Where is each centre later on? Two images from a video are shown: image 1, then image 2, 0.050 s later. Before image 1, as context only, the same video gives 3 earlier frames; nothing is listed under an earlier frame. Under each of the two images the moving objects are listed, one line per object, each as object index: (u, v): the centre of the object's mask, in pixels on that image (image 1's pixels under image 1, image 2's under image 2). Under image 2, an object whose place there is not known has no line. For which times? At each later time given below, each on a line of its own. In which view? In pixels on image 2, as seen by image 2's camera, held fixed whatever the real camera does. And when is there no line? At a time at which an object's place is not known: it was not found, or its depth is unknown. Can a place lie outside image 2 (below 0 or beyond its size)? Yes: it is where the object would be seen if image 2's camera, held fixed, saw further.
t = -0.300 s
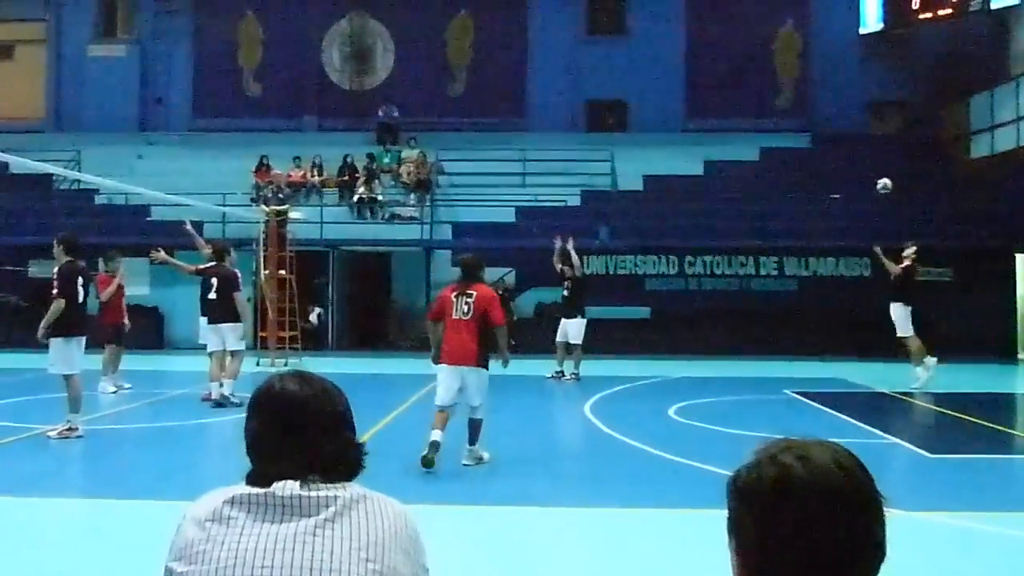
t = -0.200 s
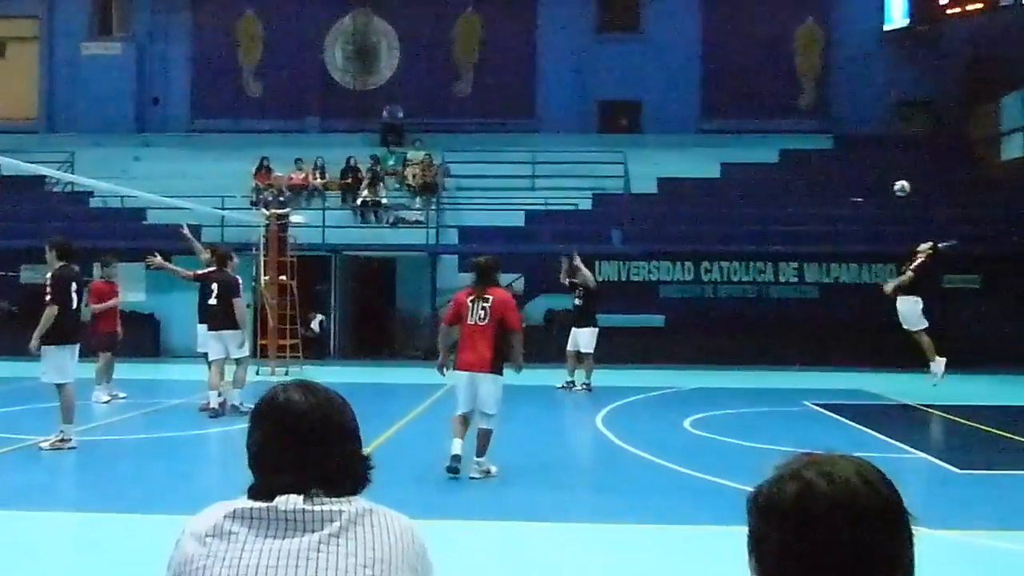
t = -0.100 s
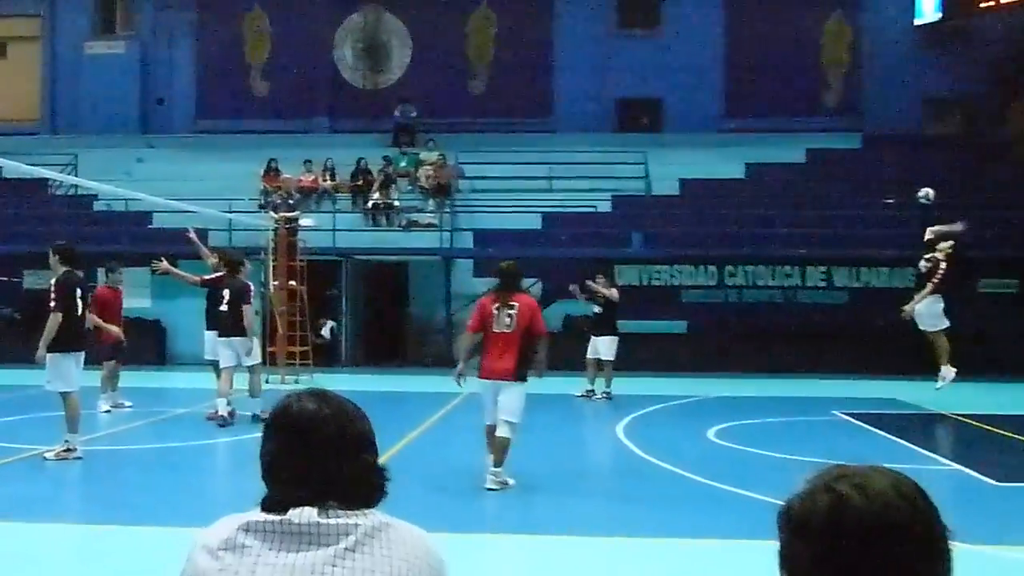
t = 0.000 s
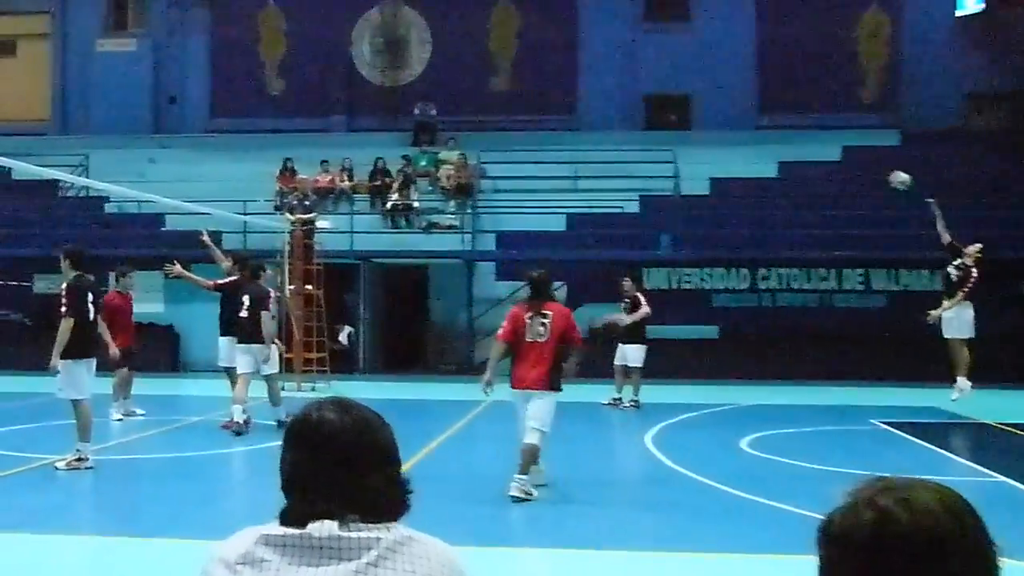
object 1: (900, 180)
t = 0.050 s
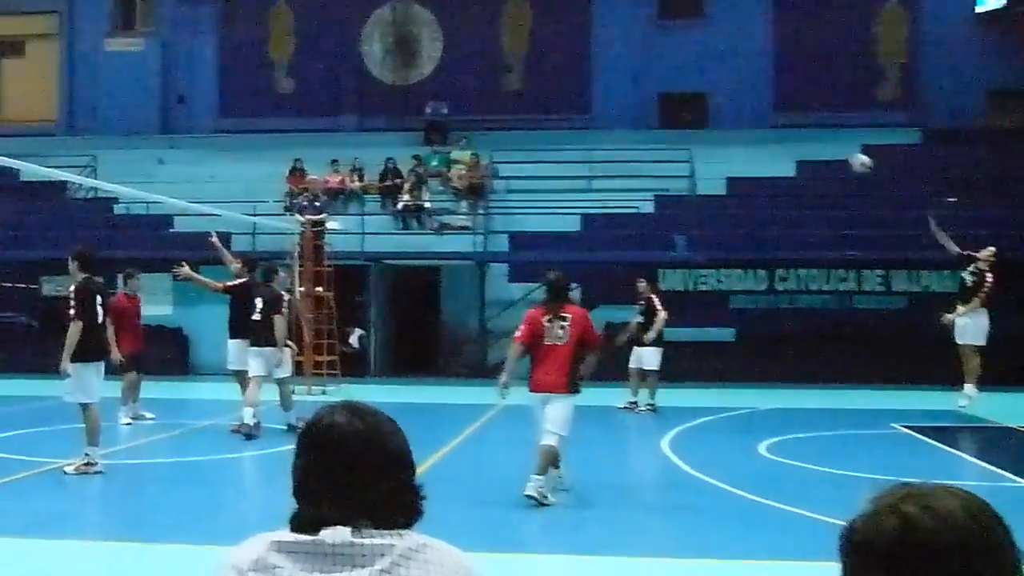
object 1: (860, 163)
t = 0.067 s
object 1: (841, 157)
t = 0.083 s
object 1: (824, 151)
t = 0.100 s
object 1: (806, 146)
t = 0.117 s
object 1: (787, 140)
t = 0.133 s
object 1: (769, 137)
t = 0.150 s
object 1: (751, 134)
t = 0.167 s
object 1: (732, 132)
